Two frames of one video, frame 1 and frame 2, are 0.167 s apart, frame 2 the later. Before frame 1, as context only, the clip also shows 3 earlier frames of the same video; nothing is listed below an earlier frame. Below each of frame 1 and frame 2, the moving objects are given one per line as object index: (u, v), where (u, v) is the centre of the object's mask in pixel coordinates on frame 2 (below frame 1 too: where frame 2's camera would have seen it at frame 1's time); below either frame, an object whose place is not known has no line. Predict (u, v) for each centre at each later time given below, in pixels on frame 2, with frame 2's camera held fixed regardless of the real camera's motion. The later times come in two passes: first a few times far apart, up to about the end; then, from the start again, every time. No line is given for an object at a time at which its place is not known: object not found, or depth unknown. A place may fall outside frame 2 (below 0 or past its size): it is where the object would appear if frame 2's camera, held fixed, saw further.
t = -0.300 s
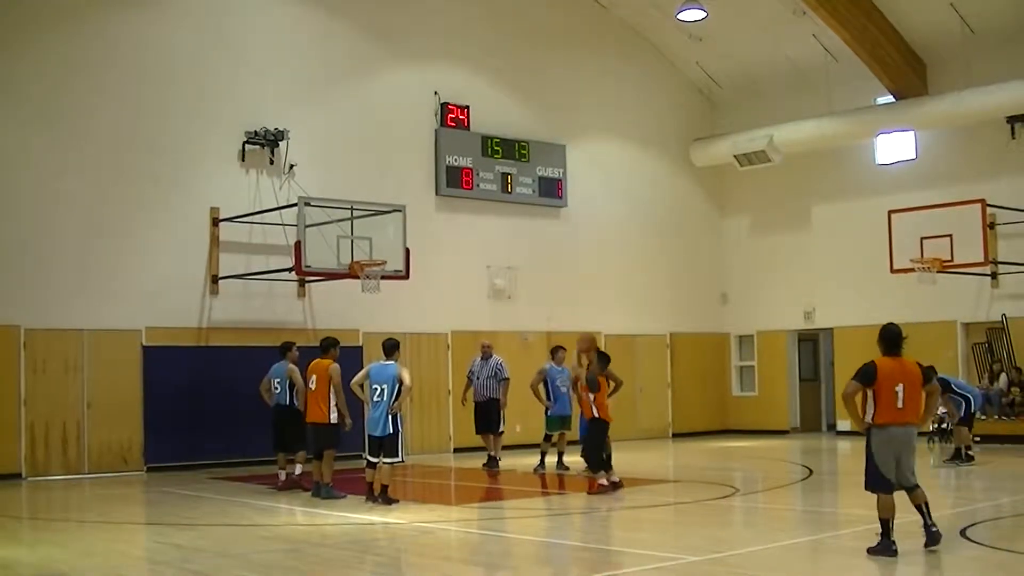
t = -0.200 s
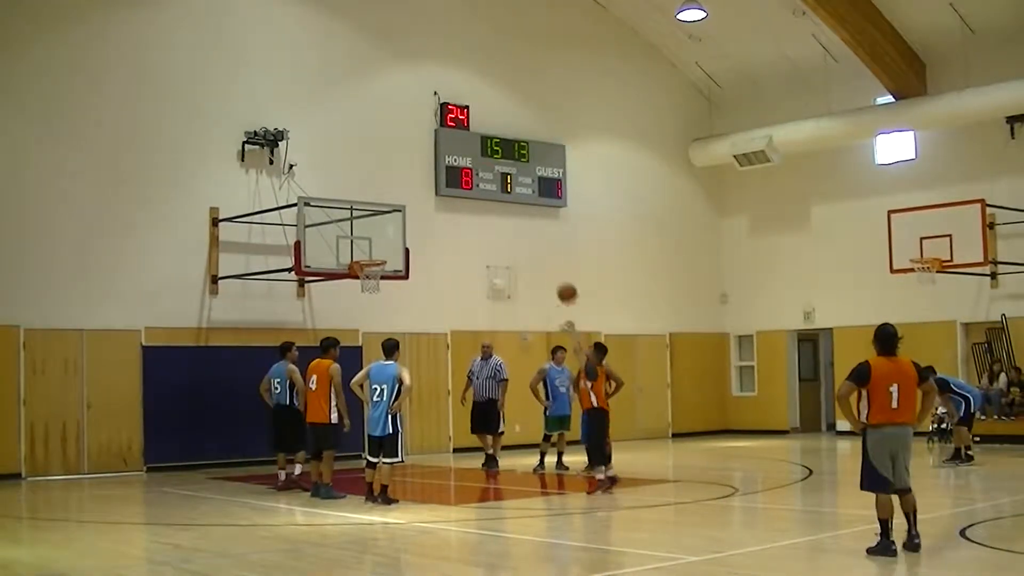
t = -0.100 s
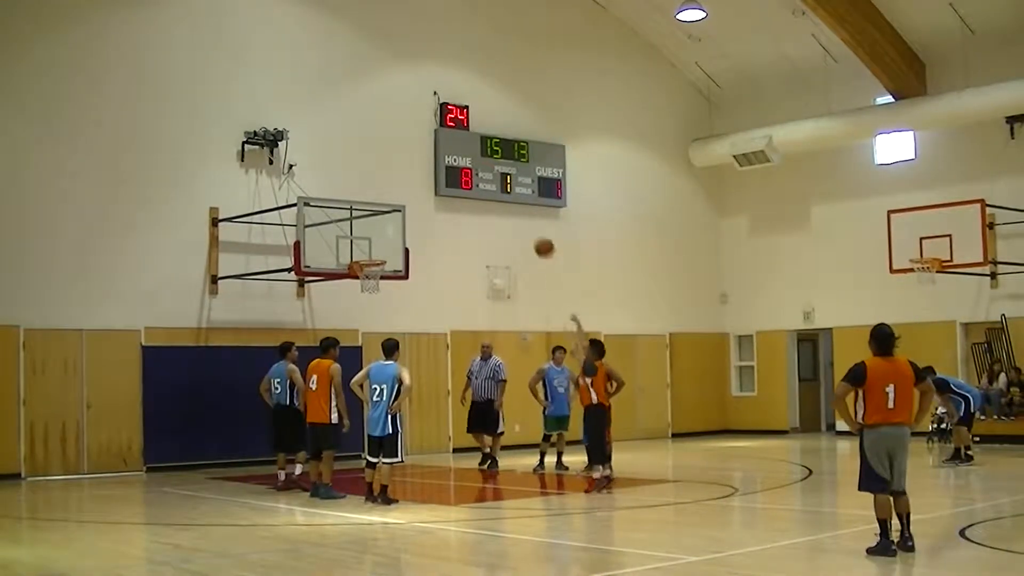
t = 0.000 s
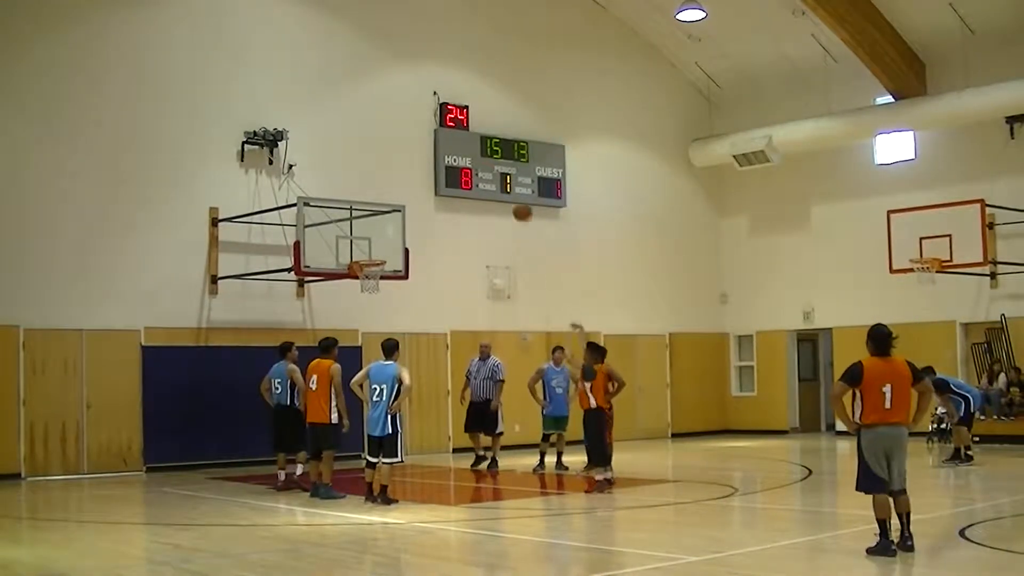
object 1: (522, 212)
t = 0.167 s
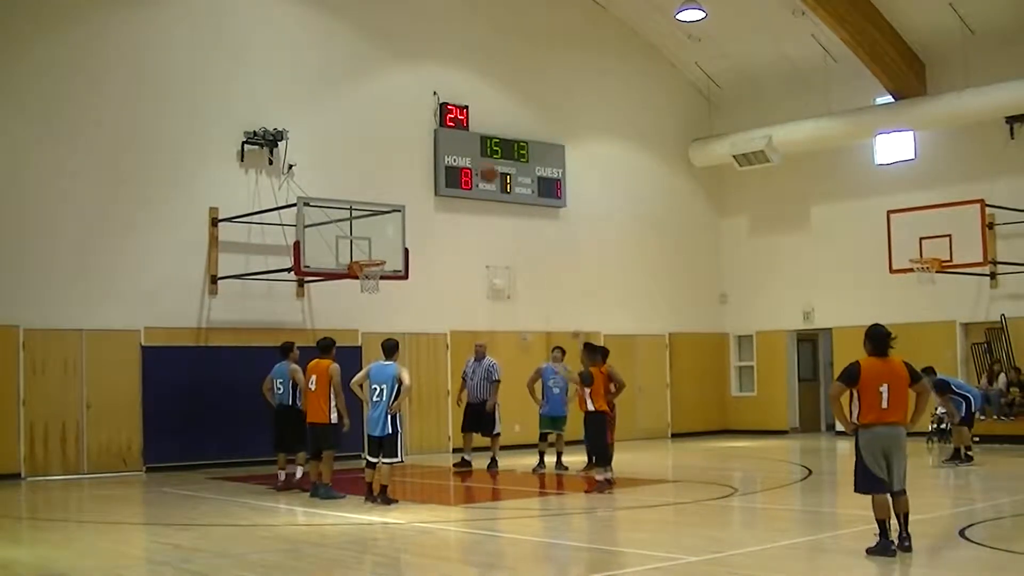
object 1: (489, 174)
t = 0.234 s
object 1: (477, 165)
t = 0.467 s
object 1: (435, 160)
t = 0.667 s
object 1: (404, 186)
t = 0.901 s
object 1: (371, 248)
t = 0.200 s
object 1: (482, 169)
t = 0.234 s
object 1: (477, 165)
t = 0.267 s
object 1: (471, 161)
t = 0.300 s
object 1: (464, 160)
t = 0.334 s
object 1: (458, 158)
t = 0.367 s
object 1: (452, 157)
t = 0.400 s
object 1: (447, 157)
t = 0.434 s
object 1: (441, 159)
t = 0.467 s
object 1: (435, 160)
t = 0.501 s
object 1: (429, 163)
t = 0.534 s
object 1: (424, 166)
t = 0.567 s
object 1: (419, 170)
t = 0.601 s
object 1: (414, 174)
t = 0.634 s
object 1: (409, 180)
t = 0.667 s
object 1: (404, 186)
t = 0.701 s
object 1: (399, 193)
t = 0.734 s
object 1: (394, 200)
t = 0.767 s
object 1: (389, 209)
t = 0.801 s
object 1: (384, 218)
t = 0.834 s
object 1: (380, 228)
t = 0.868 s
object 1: (375, 238)
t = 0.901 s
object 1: (371, 248)
